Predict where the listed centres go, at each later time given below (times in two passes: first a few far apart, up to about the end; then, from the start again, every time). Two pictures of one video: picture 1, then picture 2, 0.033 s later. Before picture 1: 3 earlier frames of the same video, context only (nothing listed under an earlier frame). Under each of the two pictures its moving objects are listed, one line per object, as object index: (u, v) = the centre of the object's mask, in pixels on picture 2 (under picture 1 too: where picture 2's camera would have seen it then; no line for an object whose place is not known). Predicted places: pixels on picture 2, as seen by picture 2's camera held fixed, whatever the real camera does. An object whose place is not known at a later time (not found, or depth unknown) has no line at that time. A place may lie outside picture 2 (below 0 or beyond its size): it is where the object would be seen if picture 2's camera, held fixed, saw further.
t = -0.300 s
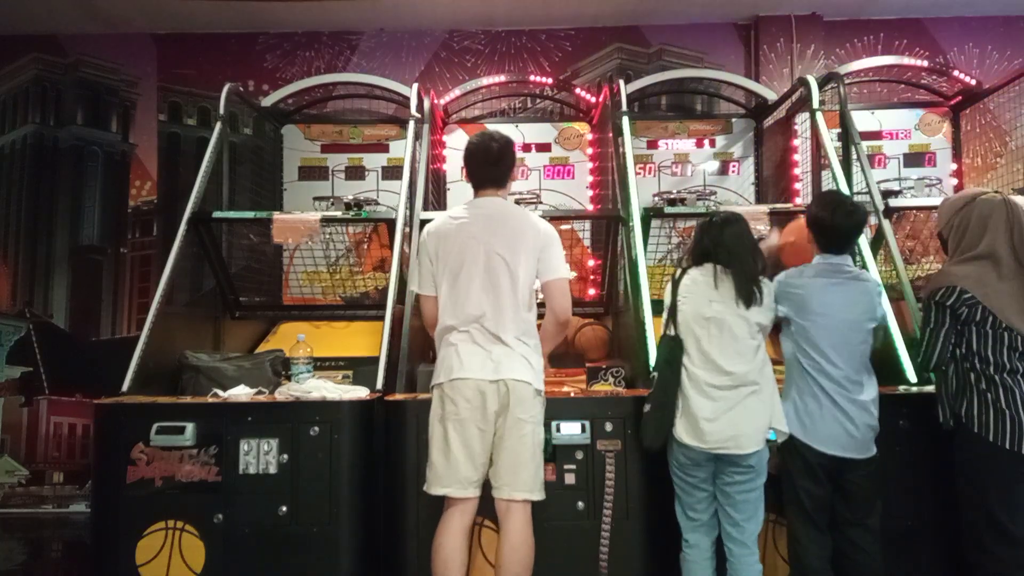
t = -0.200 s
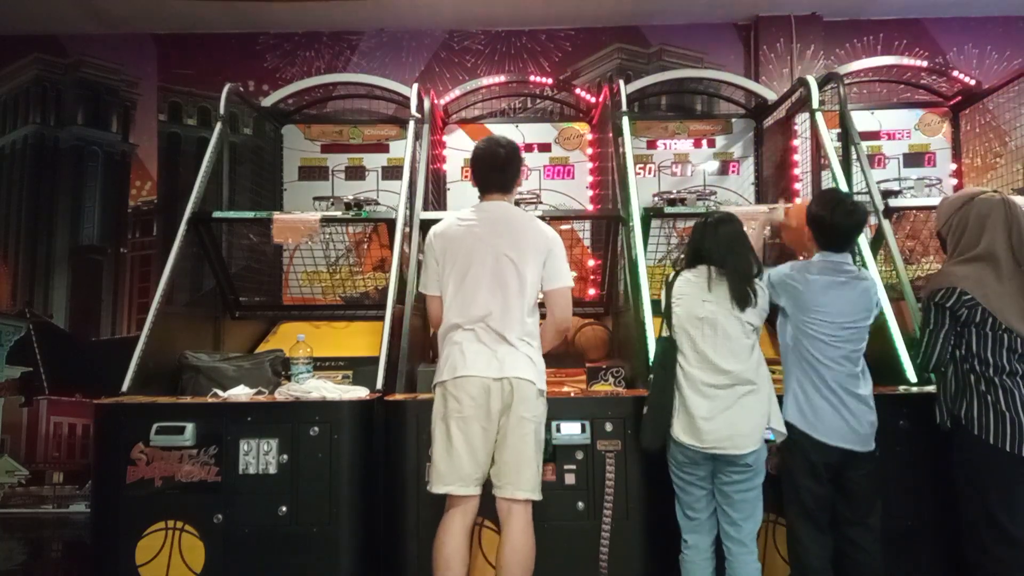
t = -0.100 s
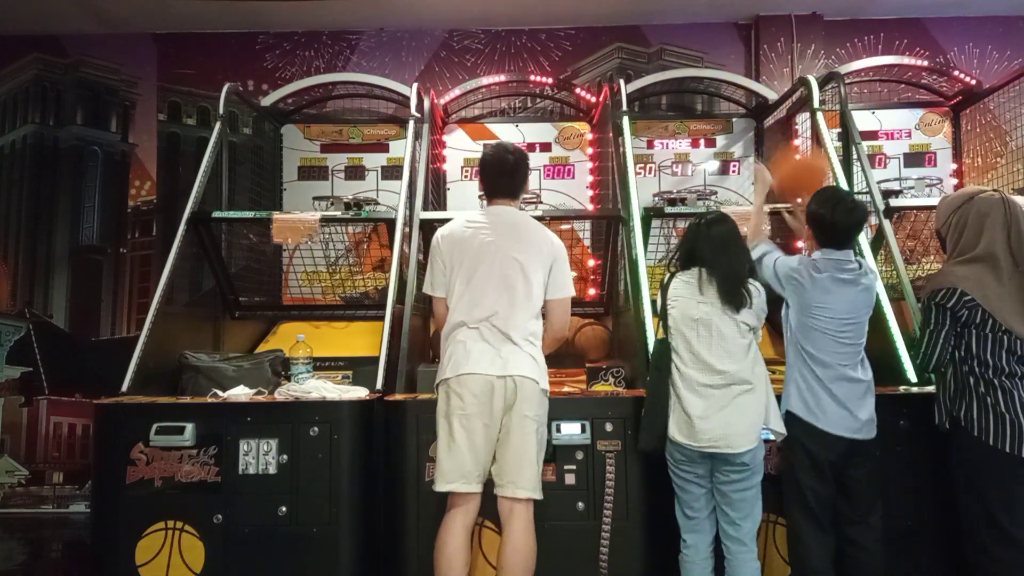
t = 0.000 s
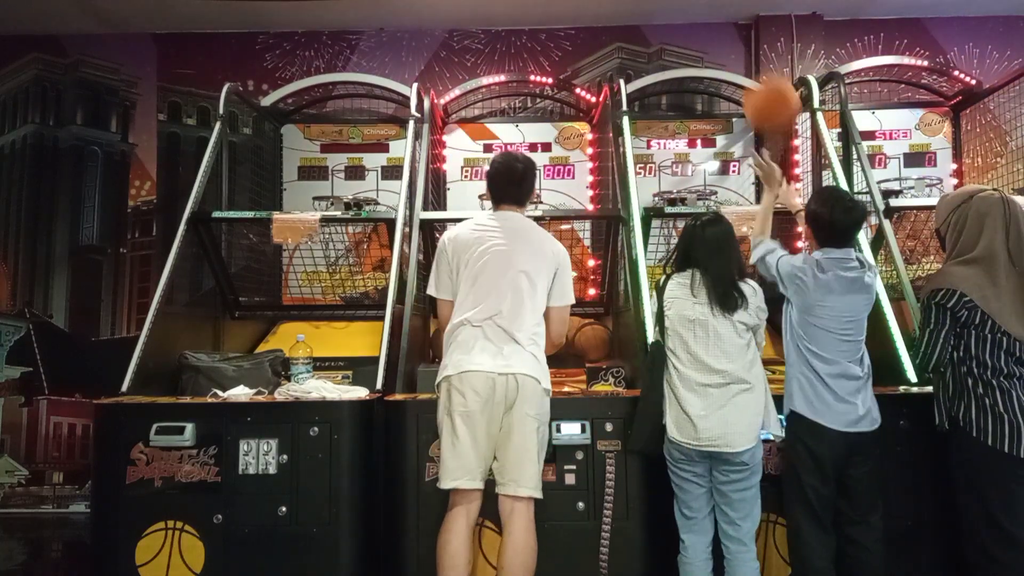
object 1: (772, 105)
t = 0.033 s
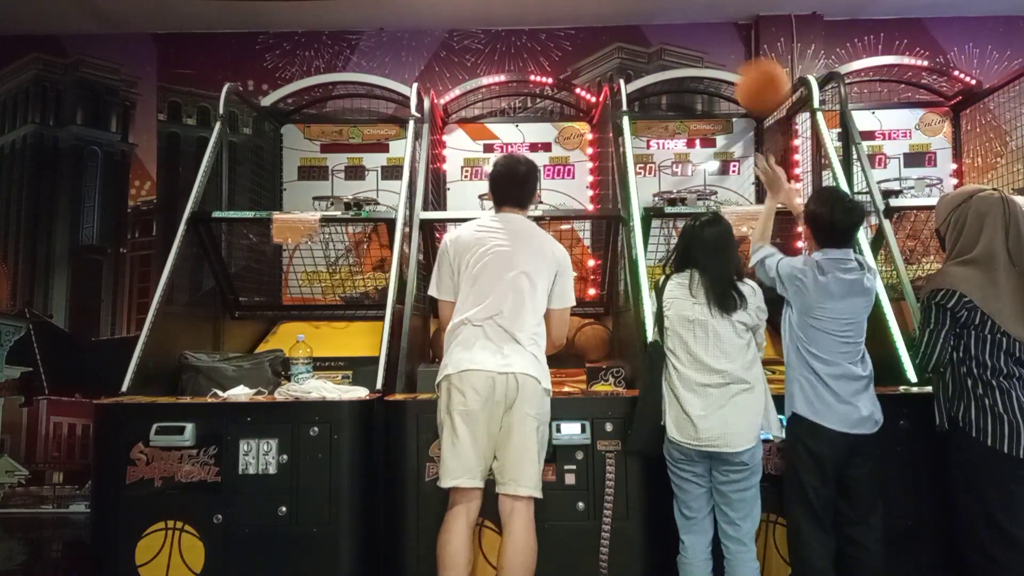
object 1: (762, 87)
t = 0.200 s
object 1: (724, 46)
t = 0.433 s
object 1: (683, 85)
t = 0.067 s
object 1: (753, 71)
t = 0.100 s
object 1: (745, 60)
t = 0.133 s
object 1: (738, 54)
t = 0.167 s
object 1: (731, 49)
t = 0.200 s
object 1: (724, 46)
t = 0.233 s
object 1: (718, 46)
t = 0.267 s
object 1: (712, 47)
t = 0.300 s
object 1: (706, 51)
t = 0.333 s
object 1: (700, 56)
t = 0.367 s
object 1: (695, 64)
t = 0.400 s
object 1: (689, 73)
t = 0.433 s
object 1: (683, 85)
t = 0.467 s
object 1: (679, 98)
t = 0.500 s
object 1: (674, 109)
